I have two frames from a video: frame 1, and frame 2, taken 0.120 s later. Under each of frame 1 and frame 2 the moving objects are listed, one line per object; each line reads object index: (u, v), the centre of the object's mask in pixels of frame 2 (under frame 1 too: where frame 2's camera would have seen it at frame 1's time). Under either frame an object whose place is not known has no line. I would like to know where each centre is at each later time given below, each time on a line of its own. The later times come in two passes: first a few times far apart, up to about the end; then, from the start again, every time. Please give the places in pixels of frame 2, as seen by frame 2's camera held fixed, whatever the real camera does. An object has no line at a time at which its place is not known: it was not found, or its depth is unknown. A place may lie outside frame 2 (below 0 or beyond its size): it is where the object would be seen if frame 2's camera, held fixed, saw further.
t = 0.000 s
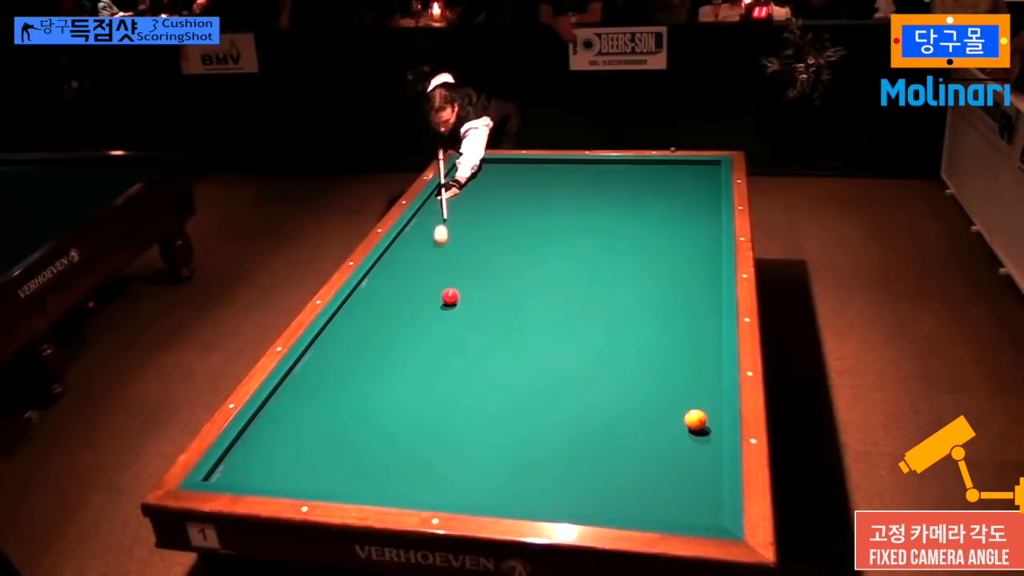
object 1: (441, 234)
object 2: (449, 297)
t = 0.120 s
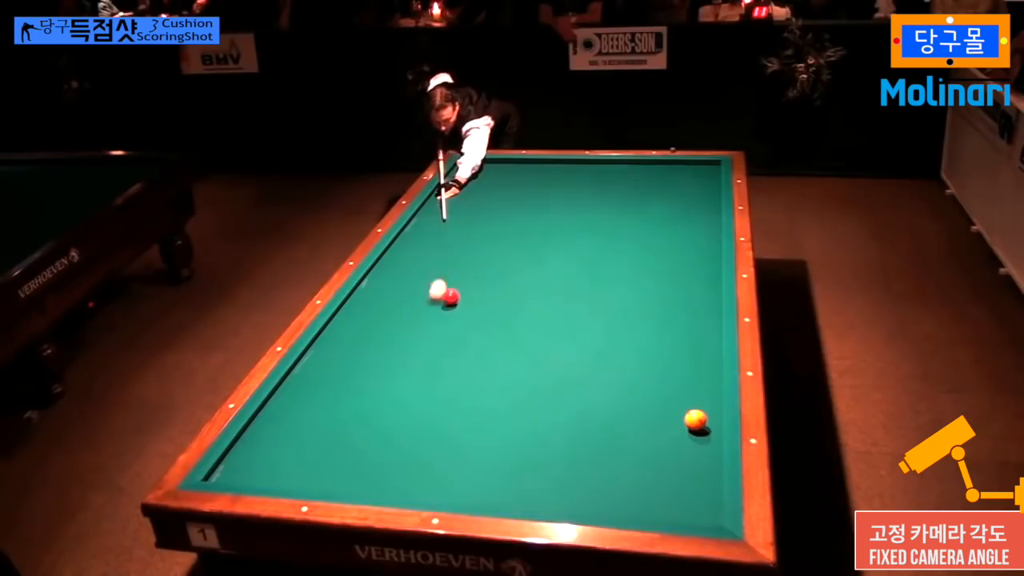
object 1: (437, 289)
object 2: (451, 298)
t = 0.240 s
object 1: (370, 334)
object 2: (515, 319)
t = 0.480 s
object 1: (280, 432)
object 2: (656, 368)
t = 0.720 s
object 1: (360, 442)
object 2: (645, 402)
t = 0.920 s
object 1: (456, 398)
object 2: (562, 423)
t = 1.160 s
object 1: (550, 357)
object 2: (468, 450)
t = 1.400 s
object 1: (632, 321)
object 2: (369, 479)
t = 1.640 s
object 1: (704, 290)
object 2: (299, 467)
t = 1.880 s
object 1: (679, 260)
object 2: (246, 443)
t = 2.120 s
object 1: (649, 235)
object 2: (296, 422)
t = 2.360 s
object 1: (623, 213)
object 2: (346, 402)
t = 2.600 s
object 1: (600, 194)
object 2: (393, 384)
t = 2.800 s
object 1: (582, 179)
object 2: (430, 370)
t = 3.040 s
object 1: (564, 164)
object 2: (471, 355)
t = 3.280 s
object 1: (534, 168)
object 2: (509, 340)
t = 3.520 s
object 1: (500, 177)
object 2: (546, 326)
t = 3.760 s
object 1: (466, 185)
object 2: (579, 313)
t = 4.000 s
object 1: (438, 194)
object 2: (611, 301)
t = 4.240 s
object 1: (448, 203)
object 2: (641, 290)
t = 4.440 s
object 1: (456, 212)
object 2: (665, 281)
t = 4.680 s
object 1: (467, 221)
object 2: (692, 271)
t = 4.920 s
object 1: (478, 232)
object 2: (713, 262)
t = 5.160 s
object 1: (489, 243)
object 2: (701, 255)
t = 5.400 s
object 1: (501, 254)
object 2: (690, 249)
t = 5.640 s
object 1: (513, 266)
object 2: (680, 243)
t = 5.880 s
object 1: (526, 278)
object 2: (671, 238)
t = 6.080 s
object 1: (537, 288)
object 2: (663, 234)
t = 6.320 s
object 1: (551, 301)
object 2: (655, 230)
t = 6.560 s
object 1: (565, 315)
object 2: (647, 226)
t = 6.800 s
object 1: (580, 329)
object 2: (639, 222)
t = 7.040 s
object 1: (596, 343)
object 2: (633, 218)
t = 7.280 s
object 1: (612, 359)
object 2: (626, 214)
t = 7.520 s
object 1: (629, 374)
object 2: (620, 211)
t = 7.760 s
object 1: (647, 390)
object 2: (615, 208)
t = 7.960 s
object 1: (662, 404)
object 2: (611, 206)
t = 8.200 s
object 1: (675, 420)
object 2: (606, 203)
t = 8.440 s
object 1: (675, 432)
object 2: (602, 201)
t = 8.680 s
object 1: (675, 445)
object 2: (598, 199)
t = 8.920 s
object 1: (675, 455)
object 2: (594, 197)
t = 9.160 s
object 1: (674, 465)
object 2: (591, 195)
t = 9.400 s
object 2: (588, 193)
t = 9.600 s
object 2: (586, 192)
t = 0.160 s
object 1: (418, 305)
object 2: (470, 304)
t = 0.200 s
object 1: (394, 319)
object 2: (492, 311)
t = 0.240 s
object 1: (370, 334)
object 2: (515, 319)
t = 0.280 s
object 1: (345, 349)
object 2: (537, 327)
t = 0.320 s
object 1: (319, 364)
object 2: (561, 335)
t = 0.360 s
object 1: (293, 380)
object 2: (584, 343)
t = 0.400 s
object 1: (282, 397)
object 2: (608, 351)
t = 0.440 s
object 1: (281, 414)
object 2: (632, 359)
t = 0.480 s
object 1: (280, 432)
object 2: (656, 368)
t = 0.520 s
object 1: (279, 450)
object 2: (680, 376)
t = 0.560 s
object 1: (278, 469)
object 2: (704, 384)
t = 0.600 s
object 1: (287, 477)
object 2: (703, 389)
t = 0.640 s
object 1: (313, 465)
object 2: (683, 393)
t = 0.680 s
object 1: (337, 453)
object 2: (664, 397)
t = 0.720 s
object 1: (360, 442)
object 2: (645, 402)
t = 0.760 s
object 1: (382, 432)
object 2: (627, 405)
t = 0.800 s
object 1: (402, 422)
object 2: (609, 409)
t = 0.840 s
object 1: (421, 414)
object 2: (593, 414)
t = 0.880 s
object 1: (439, 406)
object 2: (577, 418)
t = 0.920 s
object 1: (456, 398)
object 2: (562, 423)
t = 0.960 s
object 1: (473, 391)
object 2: (547, 427)
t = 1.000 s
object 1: (489, 384)
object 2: (532, 432)
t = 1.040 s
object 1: (505, 376)
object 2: (516, 436)
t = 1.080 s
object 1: (520, 370)
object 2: (500, 441)
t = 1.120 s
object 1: (535, 363)
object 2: (484, 446)
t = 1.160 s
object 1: (550, 357)
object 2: (468, 450)
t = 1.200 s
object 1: (564, 351)
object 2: (452, 455)
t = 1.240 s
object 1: (578, 344)
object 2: (436, 460)
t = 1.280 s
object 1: (592, 338)
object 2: (419, 465)
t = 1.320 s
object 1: (605, 332)
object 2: (403, 470)
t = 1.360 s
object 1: (619, 326)
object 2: (386, 475)
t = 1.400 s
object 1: (632, 321)
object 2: (369, 479)
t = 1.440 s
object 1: (644, 315)
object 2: (352, 483)
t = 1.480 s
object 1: (657, 310)
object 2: (337, 483)
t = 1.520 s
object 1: (669, 305)
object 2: (327, 480)
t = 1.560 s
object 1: (681, 300)
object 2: (318, 476)
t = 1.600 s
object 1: (693, 294)
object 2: (308, 472)
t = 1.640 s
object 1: (704, 290)
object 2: (299, 467)
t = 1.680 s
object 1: (713, 285)
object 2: (289, 463)
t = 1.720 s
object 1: (706, 280)
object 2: (281, 459)
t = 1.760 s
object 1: (698, 274)
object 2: (272, 455)
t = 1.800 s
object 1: (691, 269)
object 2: (263, 451)
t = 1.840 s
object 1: (685, 265)
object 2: (254, 447)
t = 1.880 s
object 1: (679, 260)
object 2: (246, 443)
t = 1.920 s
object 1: (674, 256)
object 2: (248, 439)
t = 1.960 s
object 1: (669, 251)
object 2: (259, 435)
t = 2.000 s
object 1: (664, 247)
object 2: (269, 432)
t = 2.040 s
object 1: (659, 243)
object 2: (279, 428)
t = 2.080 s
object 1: (654, 239)
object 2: (288, 425)
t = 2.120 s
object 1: (649, 235)
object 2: (296, 422)
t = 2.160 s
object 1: (645, 231)
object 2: (305, 418)
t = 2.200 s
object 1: (640, 228)
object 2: (313, 415)
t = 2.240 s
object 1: (636, 224)
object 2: (322, 412)
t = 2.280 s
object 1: (631, 220)
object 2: (330, 409)
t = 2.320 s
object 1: (627, 217)
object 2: (338, 406)
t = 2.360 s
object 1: (623, 213)
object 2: (346, 402)
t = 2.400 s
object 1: (619, 210)
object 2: (354, 399)
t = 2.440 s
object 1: (615, 206)
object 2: (362, 396)
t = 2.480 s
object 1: (611, 203)
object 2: (370, 393)
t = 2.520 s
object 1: (607, 200)
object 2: (378, 390)
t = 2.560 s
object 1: (603, 197)
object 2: (386, 387)
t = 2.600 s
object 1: (600, 194)
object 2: (393, 384)
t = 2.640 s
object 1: (596, 191)
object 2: (401, 381)
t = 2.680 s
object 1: (592, 188)
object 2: (408, 378)
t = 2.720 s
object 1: (589, 185)
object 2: (416, 376)
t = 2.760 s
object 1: (586, 182)
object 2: (423, 373)
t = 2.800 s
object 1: (582, 179)
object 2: (430, 370)
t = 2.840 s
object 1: (579, 177)
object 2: (437, 368)
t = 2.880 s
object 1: (576, 174)
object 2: (444, 365)
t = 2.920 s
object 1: (573, 172)
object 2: (451, 362)
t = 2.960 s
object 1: (570, 169)
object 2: (458, 360)
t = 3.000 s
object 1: (567, 167)
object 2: (464, 357)
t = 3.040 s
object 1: (564, 164)
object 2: (471, 355)
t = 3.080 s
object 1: (561, 161)
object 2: (478, 352)
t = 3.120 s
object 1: (556, 161)
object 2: (484, 349)
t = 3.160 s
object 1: (550, 164)
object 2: (491, 347)
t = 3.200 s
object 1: (545, 165)
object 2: (497, 344)
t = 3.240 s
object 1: (539, 167)
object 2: (503, 342)
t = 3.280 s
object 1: (534, 168)
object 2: (509, 340)
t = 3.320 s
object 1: (528, 169)
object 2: (516, 337)
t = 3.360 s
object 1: (522, 171)
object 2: (522, 335)
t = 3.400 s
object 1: (517, 172)
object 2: (528, 333)
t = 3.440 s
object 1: (511, 174)
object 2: (534, 331)
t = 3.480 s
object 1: (506, 175)
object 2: (540, 328)
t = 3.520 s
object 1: (500, 177)
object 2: (546, 326)
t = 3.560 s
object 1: (494, 178)
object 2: (551, 324)
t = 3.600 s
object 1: (489, 179)
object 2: (557, 322)
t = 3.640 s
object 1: (483, 181)
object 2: (563, 319)
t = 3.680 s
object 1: (477, 182)
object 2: (568, 318)
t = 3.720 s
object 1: (472, 184)
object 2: (574, 315)
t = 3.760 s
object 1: (466, 185)
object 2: (579, 313)
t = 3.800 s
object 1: (460, 186)
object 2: (585, 311)
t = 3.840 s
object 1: (454, 188)
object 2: (590, 309)
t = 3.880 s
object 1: (448, 189)
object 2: (595, 307)
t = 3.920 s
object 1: (443, 191)
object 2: (601, 305)
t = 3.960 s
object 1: (437, 192)
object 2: (606, 303)
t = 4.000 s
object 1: (438, 194)
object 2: (611, 301)
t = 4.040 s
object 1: (440, 195)
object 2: (616, 299)
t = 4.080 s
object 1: (442, 197)
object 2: (622, 298)
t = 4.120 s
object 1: (444, 199)
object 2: (626, 296)
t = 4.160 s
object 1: (445, 200)
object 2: (631, 294)
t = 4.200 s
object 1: (447, 202)
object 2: (636, 292)
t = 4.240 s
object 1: (448, 203)
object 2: (641, 290)
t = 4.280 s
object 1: (450, 205)
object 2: (646, 288)
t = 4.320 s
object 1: (452, 206)
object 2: (651, 287)
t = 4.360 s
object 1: (453, 208)
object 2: (656, 285)
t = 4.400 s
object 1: (455, 210)
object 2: (661, 283)
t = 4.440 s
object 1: (456, 212)
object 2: (665, 281)
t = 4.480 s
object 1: (458, 213)
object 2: (669, 279)
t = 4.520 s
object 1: (460, 215)
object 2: (674, 278)
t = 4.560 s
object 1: (462, 216)
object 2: (678, 276)
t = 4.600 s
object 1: (463, 218)
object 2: (683, 274)
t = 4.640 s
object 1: (465, 220)
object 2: (688, 272)
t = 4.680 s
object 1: (467, 221)
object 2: (692, 271)
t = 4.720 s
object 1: (469, 223)
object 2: (696, 269)
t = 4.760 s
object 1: (471, 225)
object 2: (700, 268)
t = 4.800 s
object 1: (472, 227)
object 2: (704, 266)
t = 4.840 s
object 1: (474, 228)
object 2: (709, 265)
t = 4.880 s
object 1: (476, 230)
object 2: (713, 263)
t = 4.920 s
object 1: (478, 232)
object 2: (713, 262)
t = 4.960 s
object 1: (480, 234)
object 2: (711, 261)
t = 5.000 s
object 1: (482, 236)
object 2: (709, 259)
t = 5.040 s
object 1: (484, 237)
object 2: (707, 258)
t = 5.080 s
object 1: (485, 239)
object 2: (705, 257)
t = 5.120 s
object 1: (487, 241)
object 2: (703, 256)
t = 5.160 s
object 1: (489, 243)
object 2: (701, 255)
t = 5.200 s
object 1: (491, 245)
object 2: (700, 254)
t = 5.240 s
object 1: (493, 246)
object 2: (698, 253)
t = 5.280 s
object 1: (495, 248)
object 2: (696, 252)
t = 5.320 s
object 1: (497, 250)
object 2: (694, 251)
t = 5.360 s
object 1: (499, 252)
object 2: (692, 250)
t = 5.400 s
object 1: (501, 254)
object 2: (690, 249)
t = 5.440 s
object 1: (503, 256)
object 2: (689, 248)
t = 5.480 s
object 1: (505, 258)
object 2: (687, 247)
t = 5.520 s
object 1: (507, 260)
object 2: (685, 246)
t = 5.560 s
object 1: (509, 262)
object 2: (683, 245)
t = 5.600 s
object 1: (511, 264)
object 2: (682, 244)
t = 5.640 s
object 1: (513, 266)
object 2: (680, 243)
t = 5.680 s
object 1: (515, 268)
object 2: (679, 242)
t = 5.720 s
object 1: (518, 270)
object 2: (677, 241)
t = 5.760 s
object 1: (520, 272)
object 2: (675, 241)
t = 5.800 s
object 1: (522, 274)
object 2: (674, 240)
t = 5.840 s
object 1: (524, 276)
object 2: (672, 239)
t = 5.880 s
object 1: (526, 278)
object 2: (671, 238)
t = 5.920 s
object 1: (528, 280)
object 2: (669, 238)
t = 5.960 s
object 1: (530, 282)
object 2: (668, 237)
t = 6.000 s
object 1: (533, 284)
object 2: (666, 236)
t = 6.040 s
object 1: (535, 286)
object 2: (665, 235)
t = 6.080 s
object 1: (537, 288)
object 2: (663, 234)
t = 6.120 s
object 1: (539, 290)
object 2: (662, 233)
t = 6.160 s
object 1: (542, 293)
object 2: (660, 233)
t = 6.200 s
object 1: (544, 295)
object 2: (659, 232)
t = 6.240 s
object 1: (546, 297)
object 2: (657, 231)
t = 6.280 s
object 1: (549, 299)
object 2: (656, 230)
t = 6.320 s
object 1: (551, 301)
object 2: (655, 230)
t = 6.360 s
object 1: (553, 304)
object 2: (653, 229)
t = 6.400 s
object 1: (556, 306)
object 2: (652, 229)
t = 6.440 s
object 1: (558, 308)
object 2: (651, 228)
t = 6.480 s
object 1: (560, 310)
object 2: (649, 227)
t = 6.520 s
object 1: (563, 313)
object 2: (648, 226)
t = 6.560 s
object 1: (565, 315)
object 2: (647, 226)
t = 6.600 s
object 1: (568, 317)
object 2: (646, 225)
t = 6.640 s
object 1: (570, 320)
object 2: (644, 225)
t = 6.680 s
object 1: (572, 322)
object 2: (643, 224)
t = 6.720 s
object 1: (575, 324)
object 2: (642, 223)
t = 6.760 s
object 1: (578, 327)
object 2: (641, 223)
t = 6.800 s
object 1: (580, 329)
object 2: (639, 222)
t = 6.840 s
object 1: (582, 331)
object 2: (638, 221)
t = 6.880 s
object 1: (585, 334)
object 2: (637, 220)
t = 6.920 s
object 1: (588, 336)
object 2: (636, 220)
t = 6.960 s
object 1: (590, 339)
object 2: (635, 219)
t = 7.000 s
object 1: (593, 341)
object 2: (634, 218)
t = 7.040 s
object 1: (596, 343)
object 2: (633, 218)
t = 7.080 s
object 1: (598, 346)
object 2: (632, 217)
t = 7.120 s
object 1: (601, 348)
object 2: (630, 217)
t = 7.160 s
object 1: (604, 351)
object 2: (629, 216)
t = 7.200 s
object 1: (607, 353)
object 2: (629, 215)
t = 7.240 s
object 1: (609, 356)
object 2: (627, 215)
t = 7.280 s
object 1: (612, 359)
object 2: (626, 214)
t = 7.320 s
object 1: (615, 361)
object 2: (625, 214)
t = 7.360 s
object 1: (618, 364)
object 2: (625, 213)
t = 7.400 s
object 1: (621, 367)
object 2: (624, 213)
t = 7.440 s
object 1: (623, 369)
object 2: (623, 212)
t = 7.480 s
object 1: (626, 372)
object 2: (622, 212)
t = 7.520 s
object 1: (629, 374)
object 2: (620, 211)
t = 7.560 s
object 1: (632, 377)
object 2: (620, 211)
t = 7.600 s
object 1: (635, 380)
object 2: (619, 211)
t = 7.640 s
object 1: (638, 382)
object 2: (618, 210)
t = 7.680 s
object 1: (641, 385)
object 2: (617, 209)
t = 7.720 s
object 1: (644, 388)
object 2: (616, 209)
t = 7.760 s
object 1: (647, 390)
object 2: (615, 208)
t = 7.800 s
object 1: (650, 393)
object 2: (614, 208)
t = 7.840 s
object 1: (653, 396)
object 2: (613, 207)
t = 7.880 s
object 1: (656, 399)
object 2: (613, 206)
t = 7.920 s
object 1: (659, 401)
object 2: (612, 206)
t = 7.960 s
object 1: (662, 404)
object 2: (611, 206)
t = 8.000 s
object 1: (665, 407)
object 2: (610, 205)
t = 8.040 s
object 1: (668, 410)
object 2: (609, 205)
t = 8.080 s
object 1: (671, 413)
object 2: (609, 204)
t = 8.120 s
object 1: (673, 415)
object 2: (608, 204)
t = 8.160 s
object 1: (675, 418)
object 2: (607, 204)
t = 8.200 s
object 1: (675, 420)
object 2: (606, 203)
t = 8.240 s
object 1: (675, 422)
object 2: (605, 203)
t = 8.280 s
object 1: (675, 424)
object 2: (605, 203)
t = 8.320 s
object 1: (675, 426)
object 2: (604, 202)
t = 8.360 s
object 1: (675, 428)
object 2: (603, 202)
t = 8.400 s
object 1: (675, 430)
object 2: (603, 201)
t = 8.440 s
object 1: (675, 432)
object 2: (602, 201)
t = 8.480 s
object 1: (675, 435)
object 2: (601, 200)
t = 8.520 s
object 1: (675, 437)
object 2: (601, 200)
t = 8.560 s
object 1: (675, 439)
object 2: (600, 200)
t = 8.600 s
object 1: (675, 441)
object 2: (599, 199)
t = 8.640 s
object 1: (675, 443)
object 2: (599, 199)
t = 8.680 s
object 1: (675, 445)
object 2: (598, 199)
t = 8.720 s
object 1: (675, 447)
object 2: (597, 199)
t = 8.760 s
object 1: (675, 448)
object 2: (597, 198)
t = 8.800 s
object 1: (675, 450)
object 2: (596, 198)
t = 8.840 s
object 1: (675, 452)
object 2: (595, 197)
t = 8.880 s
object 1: (675, 453)
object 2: (595, 197)
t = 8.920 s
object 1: (675, 455)
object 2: (594, 197)
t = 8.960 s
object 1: (675, 458)
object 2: (594, 196)
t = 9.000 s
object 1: (675, 460)
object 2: (593, 196)
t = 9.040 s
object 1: (675, 462)
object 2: (593, 196)
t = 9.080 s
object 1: (674, 463)
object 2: (592, 196)
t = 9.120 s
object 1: (674, 464)
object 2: (591, 195)
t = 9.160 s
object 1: (674, 465)
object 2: (591, 195)
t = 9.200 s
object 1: (672, 466)
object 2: (590, 195)
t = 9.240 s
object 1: (668, 467)
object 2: (590, 194)
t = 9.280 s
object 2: (589, 194)
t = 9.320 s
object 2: (589, 194)
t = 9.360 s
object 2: (588, 194)
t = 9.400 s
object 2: (588, 193)
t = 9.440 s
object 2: (588, 193)
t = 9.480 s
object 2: (587, 193)
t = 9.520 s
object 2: (587, 193)
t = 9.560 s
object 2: (586, 192)
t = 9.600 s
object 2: (586, 192)
